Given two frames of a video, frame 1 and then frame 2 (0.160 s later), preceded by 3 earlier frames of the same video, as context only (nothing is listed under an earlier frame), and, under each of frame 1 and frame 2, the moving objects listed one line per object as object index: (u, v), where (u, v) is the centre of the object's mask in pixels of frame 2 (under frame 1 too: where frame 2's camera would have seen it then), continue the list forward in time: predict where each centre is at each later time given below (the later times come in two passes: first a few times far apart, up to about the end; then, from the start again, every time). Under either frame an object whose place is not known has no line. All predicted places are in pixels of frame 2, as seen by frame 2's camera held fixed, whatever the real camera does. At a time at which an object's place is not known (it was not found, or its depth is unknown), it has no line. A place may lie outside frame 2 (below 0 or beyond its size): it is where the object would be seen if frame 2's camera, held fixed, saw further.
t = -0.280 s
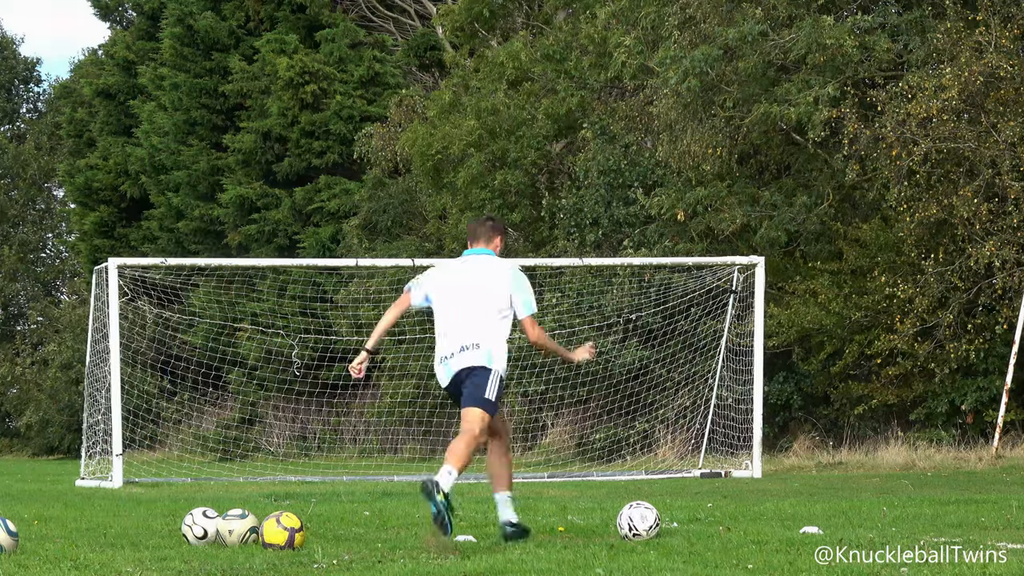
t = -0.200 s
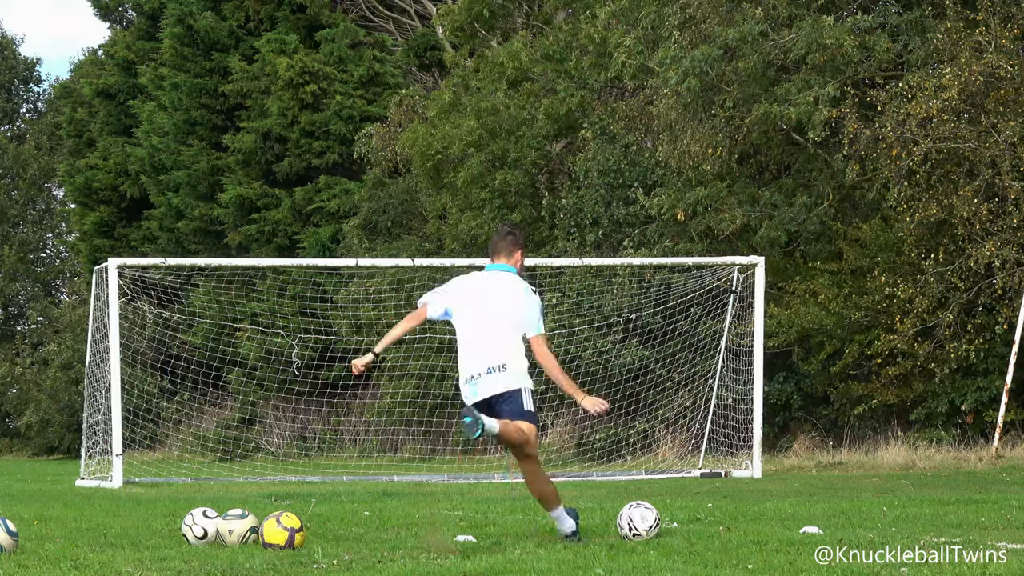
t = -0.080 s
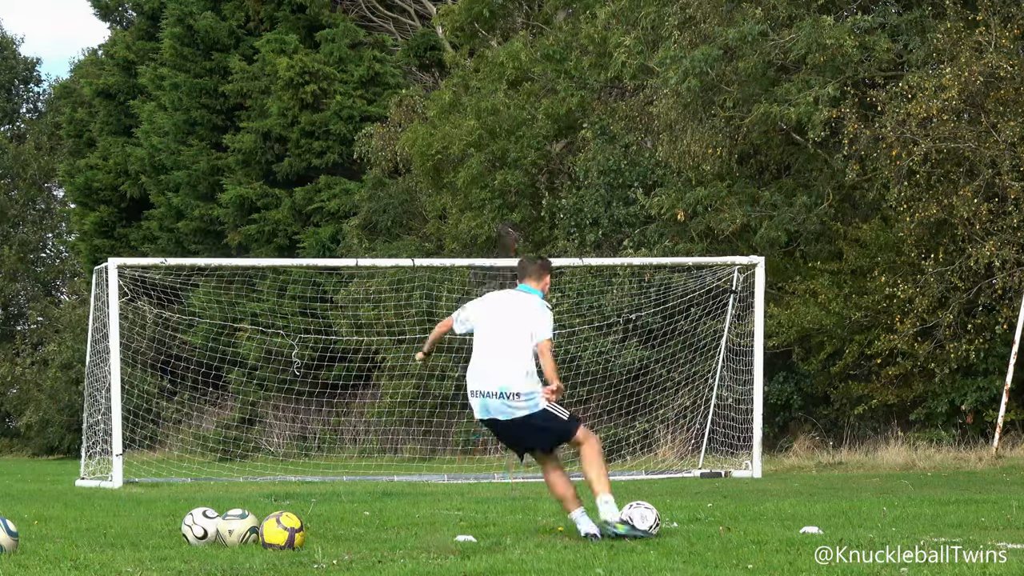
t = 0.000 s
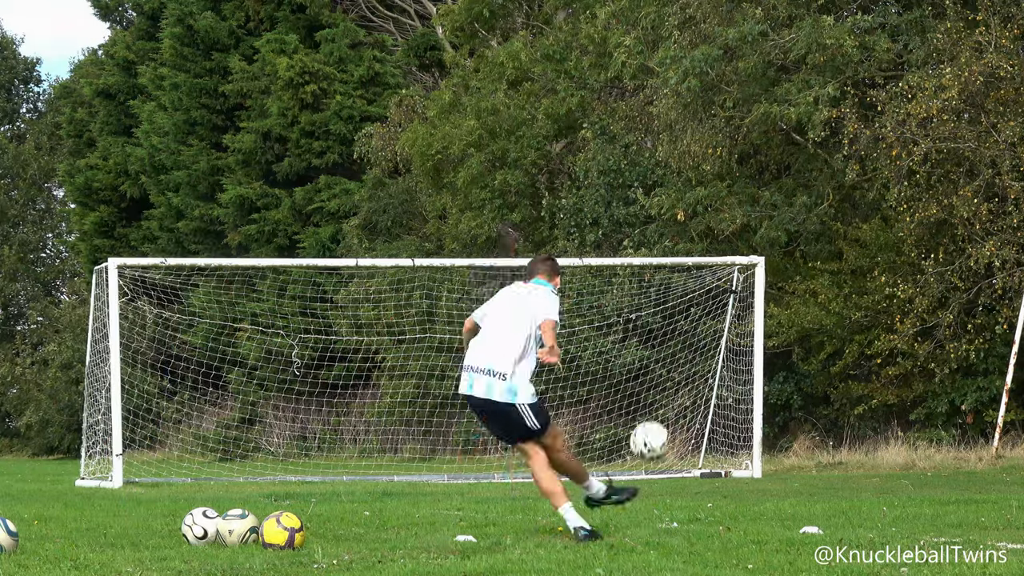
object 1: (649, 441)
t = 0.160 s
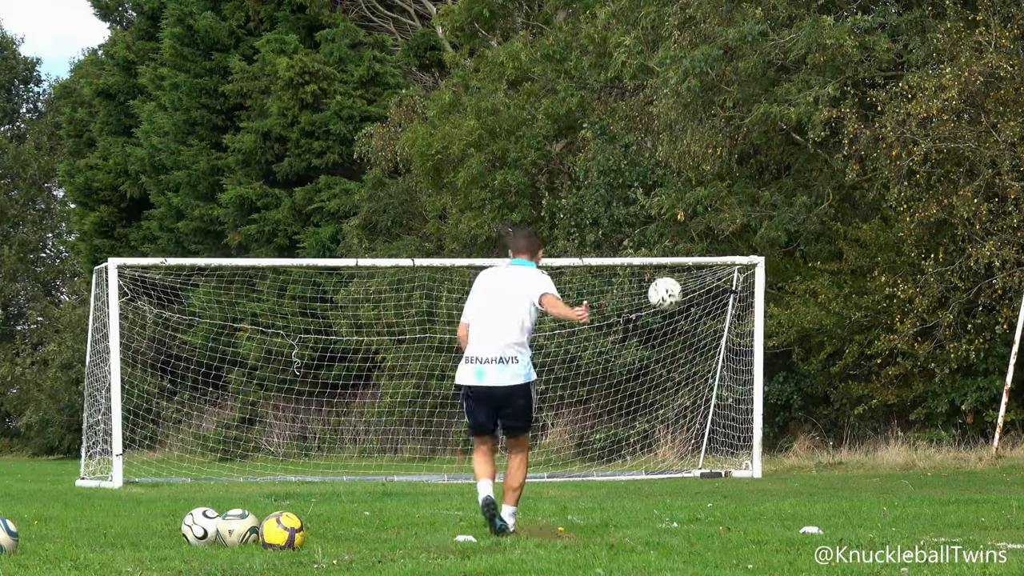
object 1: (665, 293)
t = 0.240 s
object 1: (668, 244)
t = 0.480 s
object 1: (663, 179)
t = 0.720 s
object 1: (648, 205)
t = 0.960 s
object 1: (623, 278)
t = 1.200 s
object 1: (656, 346)
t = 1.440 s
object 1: (717, 415)
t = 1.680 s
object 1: (737, 447)
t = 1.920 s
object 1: (733, 421)
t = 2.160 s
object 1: (730, 442)
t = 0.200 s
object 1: (666, 266)
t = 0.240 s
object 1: (668, 244)
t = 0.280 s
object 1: (668, 224)
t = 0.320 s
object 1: (668, 209)
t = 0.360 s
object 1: (668, 197)
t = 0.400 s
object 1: (667, 188)
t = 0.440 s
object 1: (665, 183)
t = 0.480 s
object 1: (663, 179)
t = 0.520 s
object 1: (661, 179)
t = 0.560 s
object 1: (659, 180)
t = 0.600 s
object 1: (656, 184)
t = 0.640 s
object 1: (654, 189)
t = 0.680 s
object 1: (652, 196)
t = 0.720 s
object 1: (648, 205)
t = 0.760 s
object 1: (645, 215)
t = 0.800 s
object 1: (640, 225)
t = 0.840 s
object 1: (636, 237)
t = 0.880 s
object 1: (632, 250)
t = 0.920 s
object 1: (627, 264)
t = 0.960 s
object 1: (623, 278)
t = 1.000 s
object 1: (618, 294)
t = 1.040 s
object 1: (620, 308)
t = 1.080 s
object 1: (628, 318)
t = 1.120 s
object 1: (637, 327)
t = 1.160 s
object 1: (646, 337)
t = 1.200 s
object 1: (656, 346)
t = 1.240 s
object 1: (667, 356)
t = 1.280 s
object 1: (678, 366)
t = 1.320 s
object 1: (690, 376)
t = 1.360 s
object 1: (700, 388)
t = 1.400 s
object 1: (709, 401)
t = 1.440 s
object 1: (717, 415)
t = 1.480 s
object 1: (724, 430)
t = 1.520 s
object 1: (730, 445)
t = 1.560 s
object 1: (735, 459)
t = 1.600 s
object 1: (738, 463)
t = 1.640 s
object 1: (738, 455)
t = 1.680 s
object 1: (737, 447)
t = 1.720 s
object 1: (737, 439)
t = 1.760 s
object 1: (736, 432)
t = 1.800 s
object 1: (736, 429)
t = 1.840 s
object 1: (735, 423)
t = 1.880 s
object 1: (734, 422)
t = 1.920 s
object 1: (733, 421)
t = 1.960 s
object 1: (733, 421)
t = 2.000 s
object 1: (732, 423)
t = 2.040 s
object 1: (732, 425)
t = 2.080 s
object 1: (730, 430)
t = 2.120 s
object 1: (730, 436)
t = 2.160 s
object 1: (730, 442)
